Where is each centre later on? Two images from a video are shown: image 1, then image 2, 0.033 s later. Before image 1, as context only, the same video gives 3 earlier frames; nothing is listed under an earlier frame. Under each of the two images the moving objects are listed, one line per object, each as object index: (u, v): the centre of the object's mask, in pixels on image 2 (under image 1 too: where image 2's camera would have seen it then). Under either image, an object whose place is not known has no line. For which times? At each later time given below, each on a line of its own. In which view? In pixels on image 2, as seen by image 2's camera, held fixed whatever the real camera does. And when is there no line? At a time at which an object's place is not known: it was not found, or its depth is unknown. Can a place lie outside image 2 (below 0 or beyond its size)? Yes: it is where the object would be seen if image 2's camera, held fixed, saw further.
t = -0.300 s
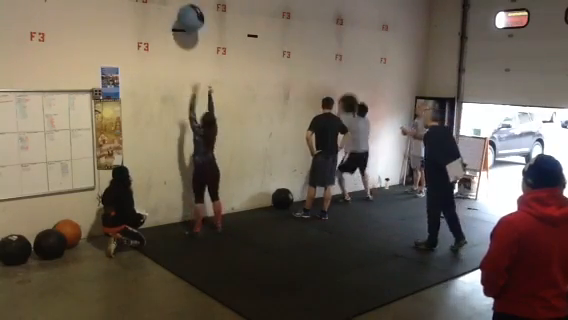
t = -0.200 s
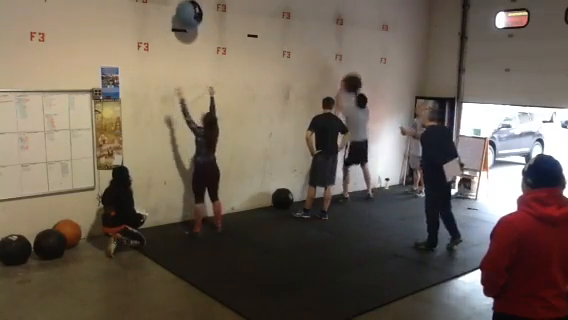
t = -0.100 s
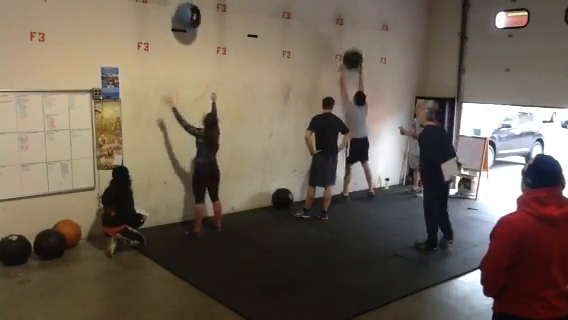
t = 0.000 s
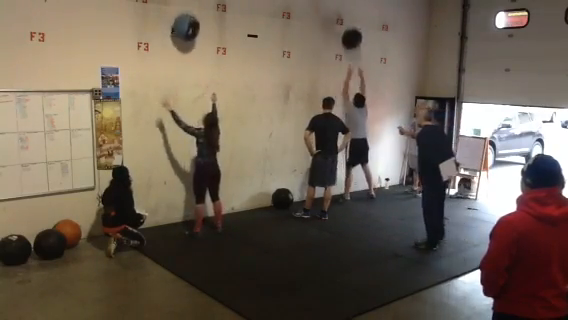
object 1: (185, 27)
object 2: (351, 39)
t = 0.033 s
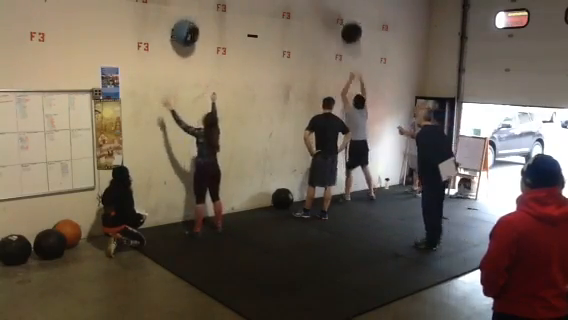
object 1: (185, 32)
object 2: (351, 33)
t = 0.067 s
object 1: (185, 38)
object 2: (350, 28)
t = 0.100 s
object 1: (184, 45)
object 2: (350, 23)
